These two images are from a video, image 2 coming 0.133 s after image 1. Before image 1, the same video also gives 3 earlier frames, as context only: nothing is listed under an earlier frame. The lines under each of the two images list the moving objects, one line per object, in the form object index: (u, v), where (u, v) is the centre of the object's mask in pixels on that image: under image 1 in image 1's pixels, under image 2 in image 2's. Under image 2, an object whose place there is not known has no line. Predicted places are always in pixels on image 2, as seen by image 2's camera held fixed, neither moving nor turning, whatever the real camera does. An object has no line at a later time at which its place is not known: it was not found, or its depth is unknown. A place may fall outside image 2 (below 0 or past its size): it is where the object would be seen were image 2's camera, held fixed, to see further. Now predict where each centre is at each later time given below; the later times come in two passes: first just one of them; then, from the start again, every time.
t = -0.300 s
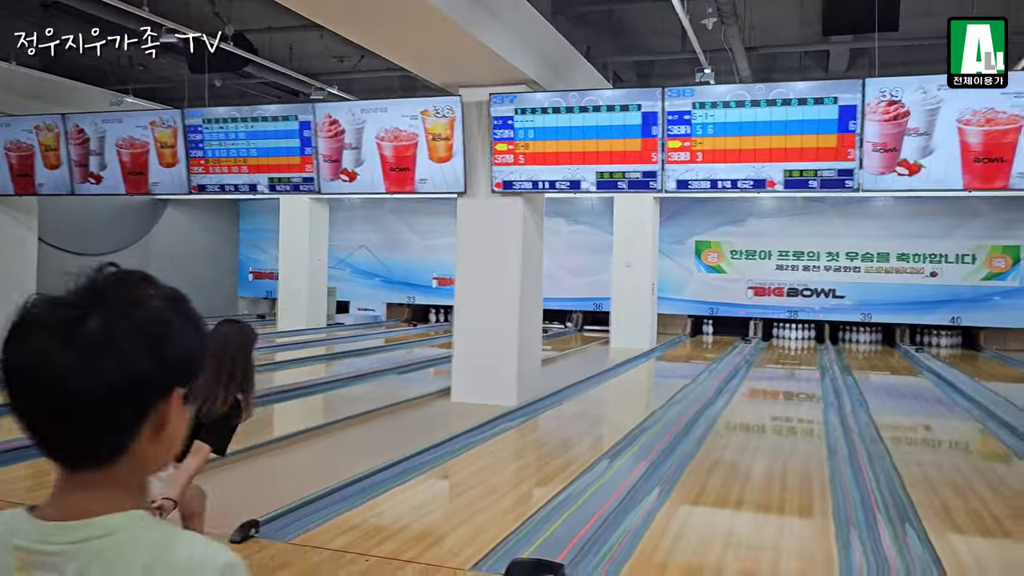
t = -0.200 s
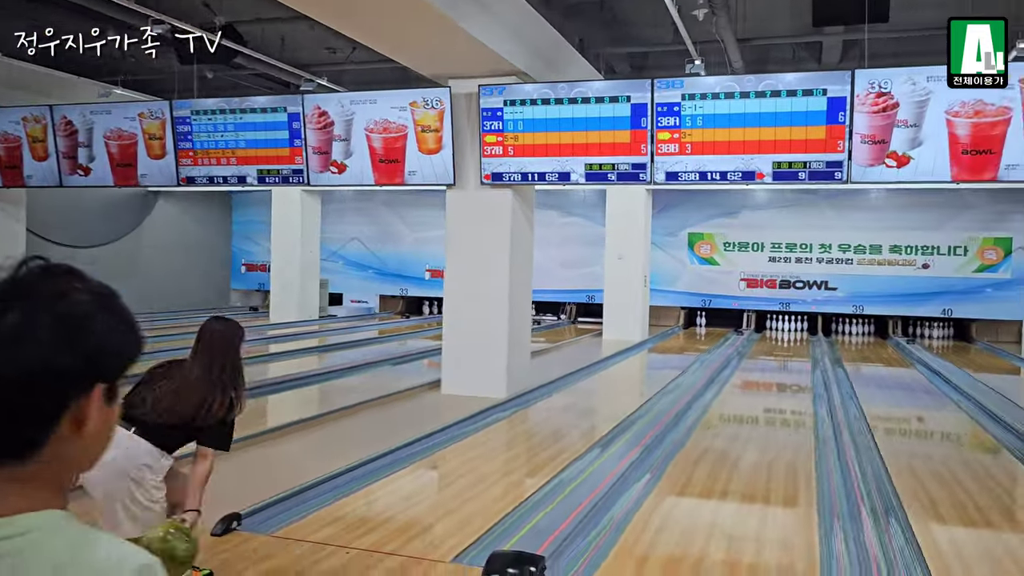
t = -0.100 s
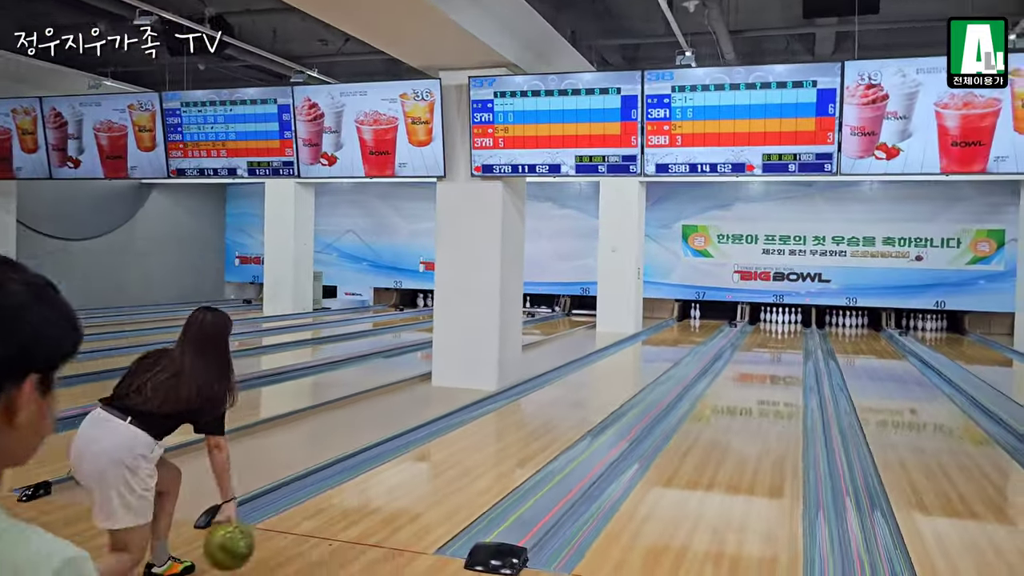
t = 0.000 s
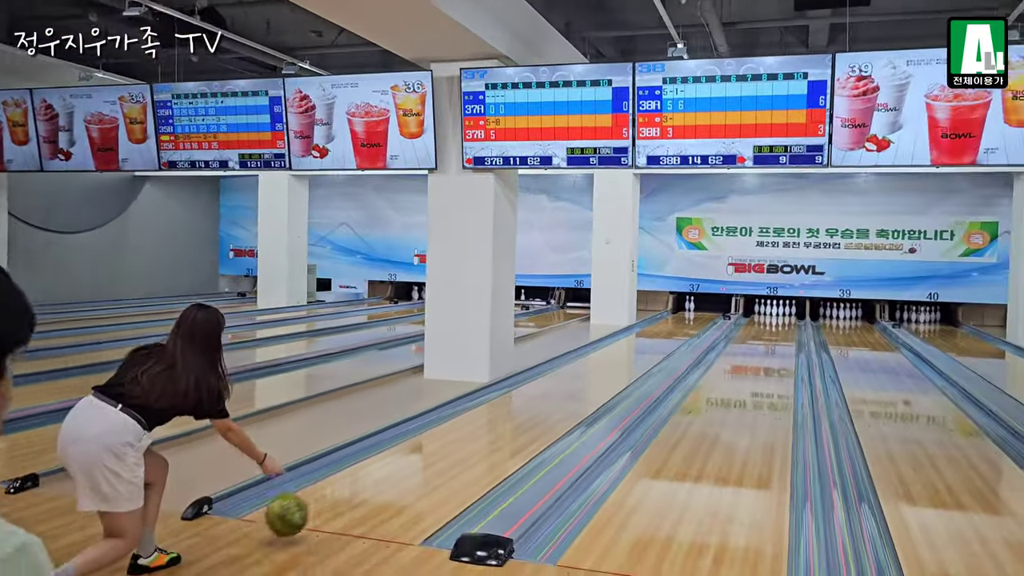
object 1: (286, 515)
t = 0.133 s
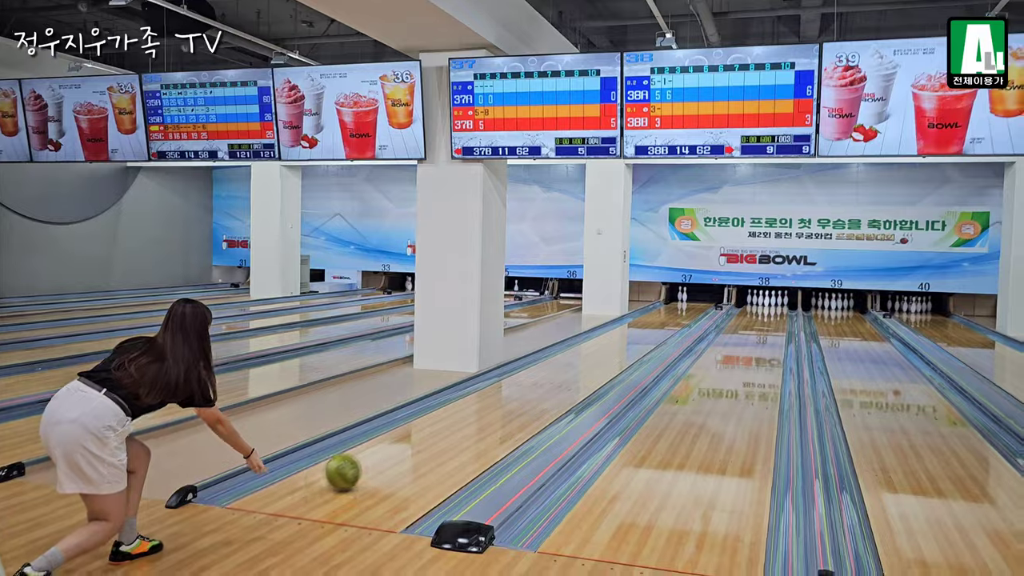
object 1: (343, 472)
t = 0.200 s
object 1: (371, 458)
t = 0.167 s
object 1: (357, 465)
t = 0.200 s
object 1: (371, 458)
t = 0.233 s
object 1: (384, 451)
